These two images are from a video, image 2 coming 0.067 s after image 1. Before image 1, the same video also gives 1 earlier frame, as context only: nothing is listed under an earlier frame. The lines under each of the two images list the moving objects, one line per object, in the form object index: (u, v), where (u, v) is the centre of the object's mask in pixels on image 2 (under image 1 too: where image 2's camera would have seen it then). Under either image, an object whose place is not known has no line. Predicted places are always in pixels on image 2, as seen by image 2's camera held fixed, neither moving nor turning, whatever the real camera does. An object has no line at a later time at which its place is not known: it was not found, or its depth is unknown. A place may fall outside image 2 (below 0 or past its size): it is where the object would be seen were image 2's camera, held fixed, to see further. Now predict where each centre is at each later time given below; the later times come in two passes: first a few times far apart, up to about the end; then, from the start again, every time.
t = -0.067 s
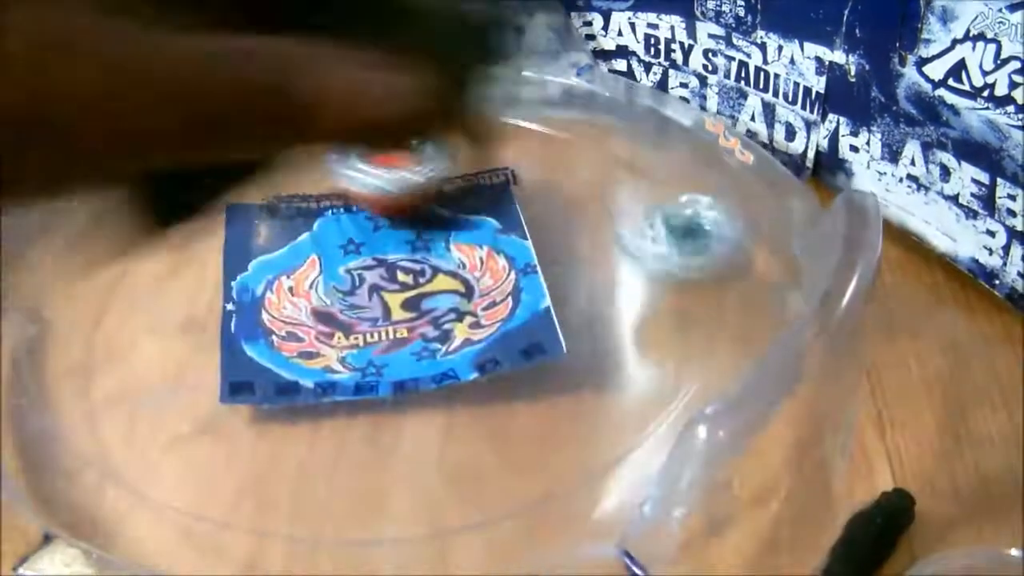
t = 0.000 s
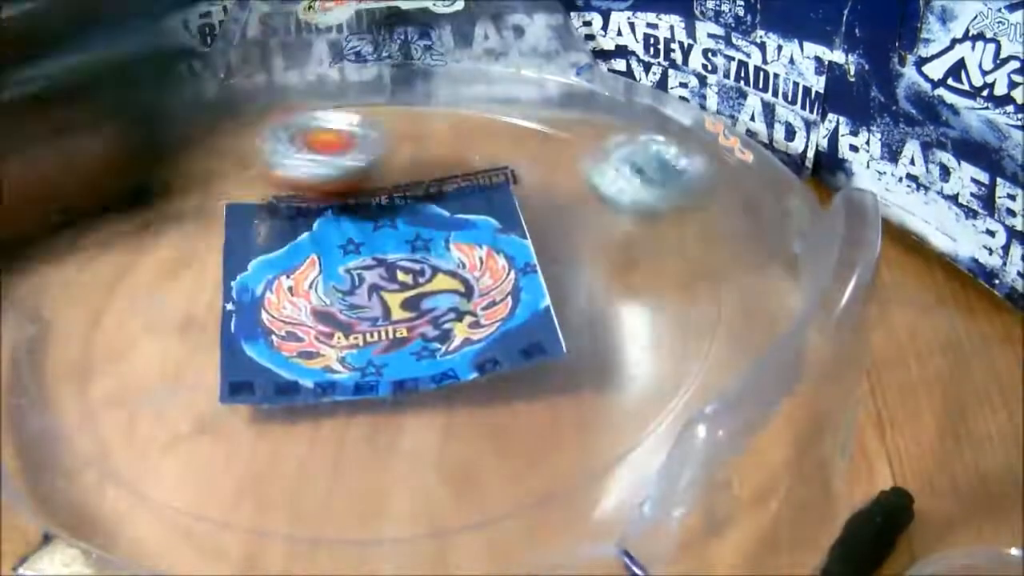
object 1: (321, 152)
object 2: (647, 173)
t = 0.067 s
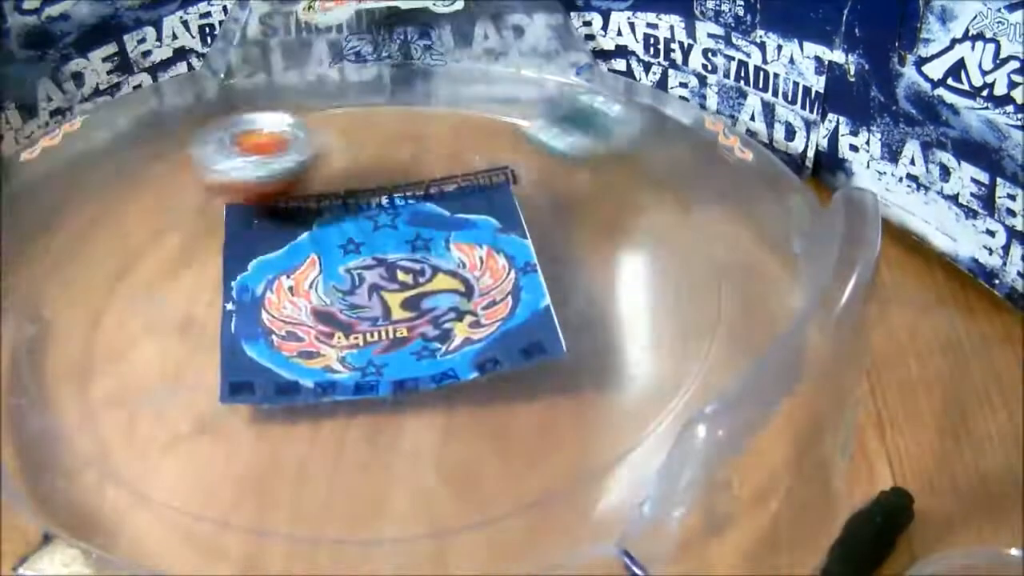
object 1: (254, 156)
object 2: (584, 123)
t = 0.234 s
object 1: (116, 218)
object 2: (310, 82)
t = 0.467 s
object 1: (207, 374)
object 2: (48, 395)
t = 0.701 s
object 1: (489, 312)
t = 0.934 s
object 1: (362, 42)
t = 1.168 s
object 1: (54, 139)
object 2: (555, 128)
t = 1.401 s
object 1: (40, 304)
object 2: (214, 171)
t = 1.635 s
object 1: (337, 416)
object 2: (152, 449)
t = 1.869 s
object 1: (544, 266)
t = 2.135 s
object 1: (478, 73)
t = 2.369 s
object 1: (281, 118)
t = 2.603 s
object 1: (173, 287)
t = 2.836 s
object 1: (221, 311)
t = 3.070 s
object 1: (286, 239)
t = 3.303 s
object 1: (315, 250)
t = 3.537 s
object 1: (291, 265)
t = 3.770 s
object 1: (312, 276)
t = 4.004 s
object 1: (336, 236)
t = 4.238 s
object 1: (402, 285)
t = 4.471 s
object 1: (283, 271)
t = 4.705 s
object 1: (423, 302)
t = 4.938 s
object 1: (224, 265)
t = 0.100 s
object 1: (221, 162)
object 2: (536, 105)
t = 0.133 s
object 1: (189, 171)
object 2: (487, 89)
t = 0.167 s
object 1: (160, 184)
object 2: (430, 79)
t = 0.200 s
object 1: (135, 200)
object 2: (378, 73)
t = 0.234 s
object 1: (116, 218)
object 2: (310, 82)
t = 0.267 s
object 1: (103, 240)
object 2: (235, 95)
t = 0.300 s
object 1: (99, 263)
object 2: (173, 118)
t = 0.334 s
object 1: (100, 285)
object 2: (110, 152)
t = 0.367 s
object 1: (110, 311)
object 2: (59, 196)
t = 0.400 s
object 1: (130, 333)
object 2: (43, 247)
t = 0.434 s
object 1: (164, 358)
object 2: (36, 322)
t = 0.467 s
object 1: (207, 374)
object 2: (48, 395)
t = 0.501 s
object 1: (253, 382)
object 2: (94, 442)
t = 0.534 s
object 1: (302, 384)
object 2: (182, 478)
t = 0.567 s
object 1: (351, 378)
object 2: (292, 499)
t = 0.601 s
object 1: (397, 370)
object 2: (405, 503)
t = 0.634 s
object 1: (436, 352)
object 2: (503, 489)
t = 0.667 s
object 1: (467, 335)
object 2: (564, 447)
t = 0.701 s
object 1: (489, 312)
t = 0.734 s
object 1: (505, 288)
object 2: (611, 375)
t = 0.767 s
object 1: (513, 259)
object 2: (615, 332)
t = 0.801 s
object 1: (514, 239)
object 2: (613, 296)
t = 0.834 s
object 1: (488, 196)
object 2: (648, 284)
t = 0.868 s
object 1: (443, 141)
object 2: (706, 283)
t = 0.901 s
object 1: (397, 86)
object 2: (724, 269)
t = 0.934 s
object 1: (362, 42)
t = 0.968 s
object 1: (311, 33)
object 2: (718, 234)
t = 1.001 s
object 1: (262, 40)
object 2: (702, 220)
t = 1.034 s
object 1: (211, 72)
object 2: (675, 198)
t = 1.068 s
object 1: (166, 84)
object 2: (650, 175)
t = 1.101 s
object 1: (119, 101)
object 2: (616, 156)
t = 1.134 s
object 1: (84, 119)
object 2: (591, 140)
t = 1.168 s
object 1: (54, 139)
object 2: (555, 128)
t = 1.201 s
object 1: (40, 156)
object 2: (511, 117)
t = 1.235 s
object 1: (32, 176)
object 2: (468, 113)
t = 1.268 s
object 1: (27, 198)
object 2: (422, 113)
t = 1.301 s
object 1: (25, 223)
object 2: (374, 118)
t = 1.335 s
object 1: (27, 248)
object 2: (326, 130)
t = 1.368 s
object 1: (31, 278)
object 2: (268, 149)
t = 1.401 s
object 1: (40, 304)
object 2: (214, 171)
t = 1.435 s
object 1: (53, 336)
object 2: (163, 200)
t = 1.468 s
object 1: (76, 362)
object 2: (123, 236)
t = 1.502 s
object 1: (117, 382)
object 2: (92, 279)
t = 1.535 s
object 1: (167, 399)
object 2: (75, 321)
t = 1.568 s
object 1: (222, 412)
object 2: (78, 370)
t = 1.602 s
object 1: (279, 415)
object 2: (103, 416)
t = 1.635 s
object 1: (337, 416)
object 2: (152, 449)
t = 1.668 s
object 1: (391, 409)
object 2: (238, 475)
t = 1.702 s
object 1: (438, 393)
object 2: (342, 494)
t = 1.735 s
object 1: (478, 373)
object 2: (428, 495)
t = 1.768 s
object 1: (507, 353)
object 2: (518, 489)
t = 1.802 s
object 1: (526, 325)
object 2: (554, 448)
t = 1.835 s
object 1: (539, 303)
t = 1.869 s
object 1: (544, 266)
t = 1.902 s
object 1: (555, 227)
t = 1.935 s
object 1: (556, 203)
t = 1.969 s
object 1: (552, 175)
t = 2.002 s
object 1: (538, 140)
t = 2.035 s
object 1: (530, 118)
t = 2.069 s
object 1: (516, 96)
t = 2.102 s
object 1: (496, 85)
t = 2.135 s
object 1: (478, 73)
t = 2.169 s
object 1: (455, 66)
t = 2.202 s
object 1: (426, 69)
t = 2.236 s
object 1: (398, 72)
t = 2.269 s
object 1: (369, 80)
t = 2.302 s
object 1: (340, 91)
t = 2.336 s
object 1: (312, 102)
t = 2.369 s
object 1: (281, 118)
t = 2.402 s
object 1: (254, 136)
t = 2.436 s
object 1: (227, 158)
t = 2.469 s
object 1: (204, 182)
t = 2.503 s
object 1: (187, 205)
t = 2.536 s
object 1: (175, 233)
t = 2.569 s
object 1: (170, 260)
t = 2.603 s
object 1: (173, 287)
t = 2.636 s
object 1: (184, 317)
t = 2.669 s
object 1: (202, 339)
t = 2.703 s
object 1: (225, 357)
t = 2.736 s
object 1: (236, 360)
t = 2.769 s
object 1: (226, 345)
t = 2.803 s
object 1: (222, 328)
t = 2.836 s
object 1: (221, 311)
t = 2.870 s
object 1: (226, 295)
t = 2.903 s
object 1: (234, 281)
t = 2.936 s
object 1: (244, 269)
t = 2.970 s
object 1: (255, 257)
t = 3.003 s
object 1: (266, 251)
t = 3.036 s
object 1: (276, 243)
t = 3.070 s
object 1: (286, 239)
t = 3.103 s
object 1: (295, 237)
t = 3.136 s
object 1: (303, 237)
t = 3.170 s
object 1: (309, 239)
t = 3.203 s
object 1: (313, 242)
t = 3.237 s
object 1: (315, 245)
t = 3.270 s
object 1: (316, 248)
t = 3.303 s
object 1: (315, 250)
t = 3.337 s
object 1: (313, 254)
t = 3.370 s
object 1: (309, 257)
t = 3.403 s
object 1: (306, 259)
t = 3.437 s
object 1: (300, 261)
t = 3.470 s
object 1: (296, 262)
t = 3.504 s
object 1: (292, 263)
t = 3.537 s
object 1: (291, 265)
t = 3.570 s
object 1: (290, 267)
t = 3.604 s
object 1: (290, 268)
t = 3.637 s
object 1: (291, 270)
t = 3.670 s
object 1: (293, 273)
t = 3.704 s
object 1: (298, 275)
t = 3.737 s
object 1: (304, 276)
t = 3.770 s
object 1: (312, 276)
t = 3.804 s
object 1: (320, 277)
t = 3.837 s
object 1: (339, 273)
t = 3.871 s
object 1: (352, 265)
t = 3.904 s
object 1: (359, 253)
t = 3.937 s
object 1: (356, 243)
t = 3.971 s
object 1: (348, 238)
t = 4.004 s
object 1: (336, 236)
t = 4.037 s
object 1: (321, 242)
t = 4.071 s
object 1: (312, 255)
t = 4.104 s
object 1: (313, 271)
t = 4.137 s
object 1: (329, 287)
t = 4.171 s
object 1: (353, 295)
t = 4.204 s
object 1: (380, 296)
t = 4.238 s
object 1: (402, 285)
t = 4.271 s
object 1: (417, 269)
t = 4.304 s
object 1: (418, 252)
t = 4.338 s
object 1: (400, 236)
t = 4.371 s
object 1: (373, 230)
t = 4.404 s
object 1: (339, 236)
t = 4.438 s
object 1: (307, 250)
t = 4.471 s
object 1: (283, 271)
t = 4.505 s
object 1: (274, 297)
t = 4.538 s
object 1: (283, 321)
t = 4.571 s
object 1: (306, 337)
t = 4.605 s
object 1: (344, 345)
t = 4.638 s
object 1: (384, 339)
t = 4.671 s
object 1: (412, 323)
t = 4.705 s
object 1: (423, 302)
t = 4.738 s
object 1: (422, 277)
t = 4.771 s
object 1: (404, 255)
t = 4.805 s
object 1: (373, 241)
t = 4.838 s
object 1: (330, 236)
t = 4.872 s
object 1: (289, 236)
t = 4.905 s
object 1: (252, 250)
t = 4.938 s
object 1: (224, 265)
